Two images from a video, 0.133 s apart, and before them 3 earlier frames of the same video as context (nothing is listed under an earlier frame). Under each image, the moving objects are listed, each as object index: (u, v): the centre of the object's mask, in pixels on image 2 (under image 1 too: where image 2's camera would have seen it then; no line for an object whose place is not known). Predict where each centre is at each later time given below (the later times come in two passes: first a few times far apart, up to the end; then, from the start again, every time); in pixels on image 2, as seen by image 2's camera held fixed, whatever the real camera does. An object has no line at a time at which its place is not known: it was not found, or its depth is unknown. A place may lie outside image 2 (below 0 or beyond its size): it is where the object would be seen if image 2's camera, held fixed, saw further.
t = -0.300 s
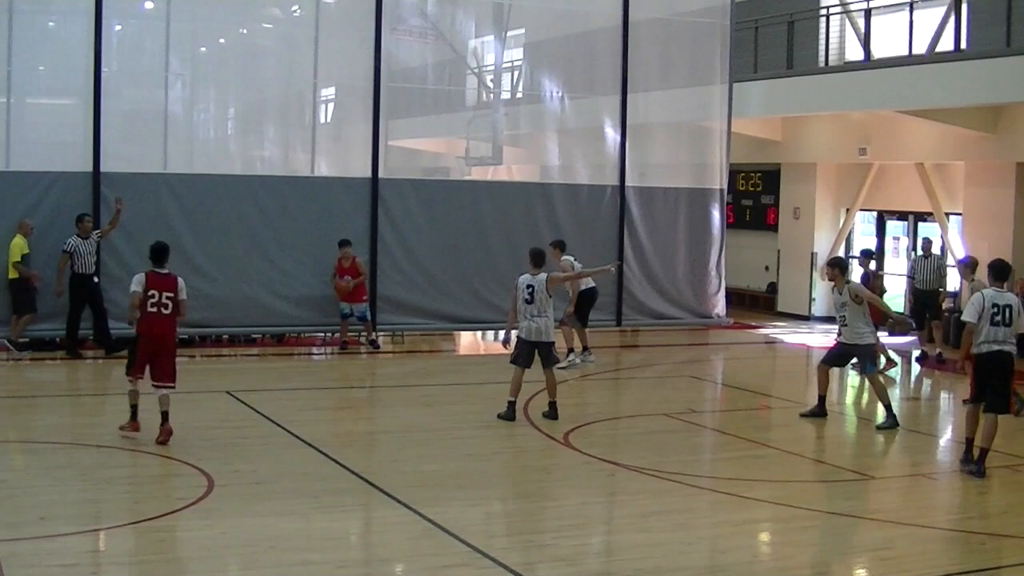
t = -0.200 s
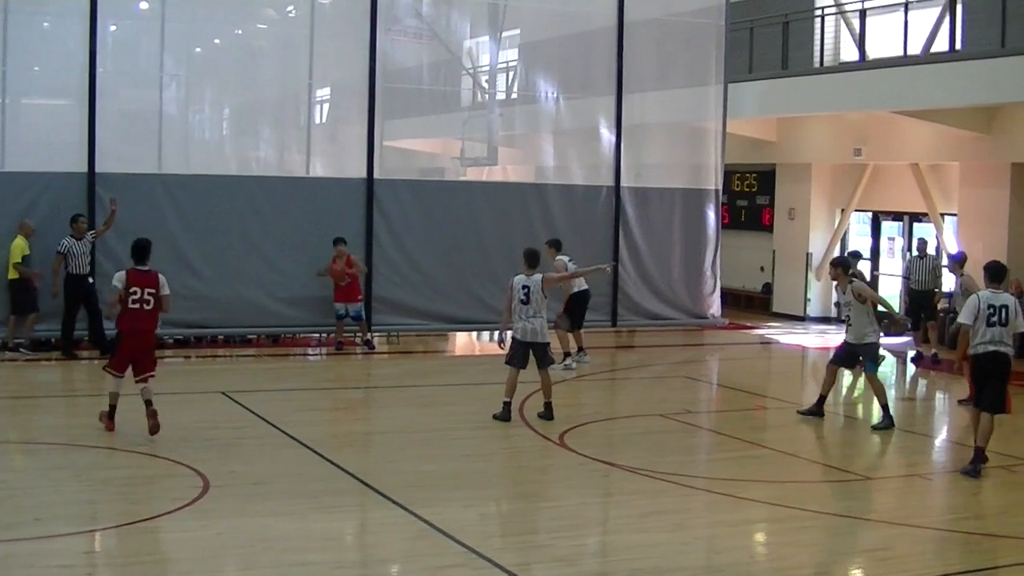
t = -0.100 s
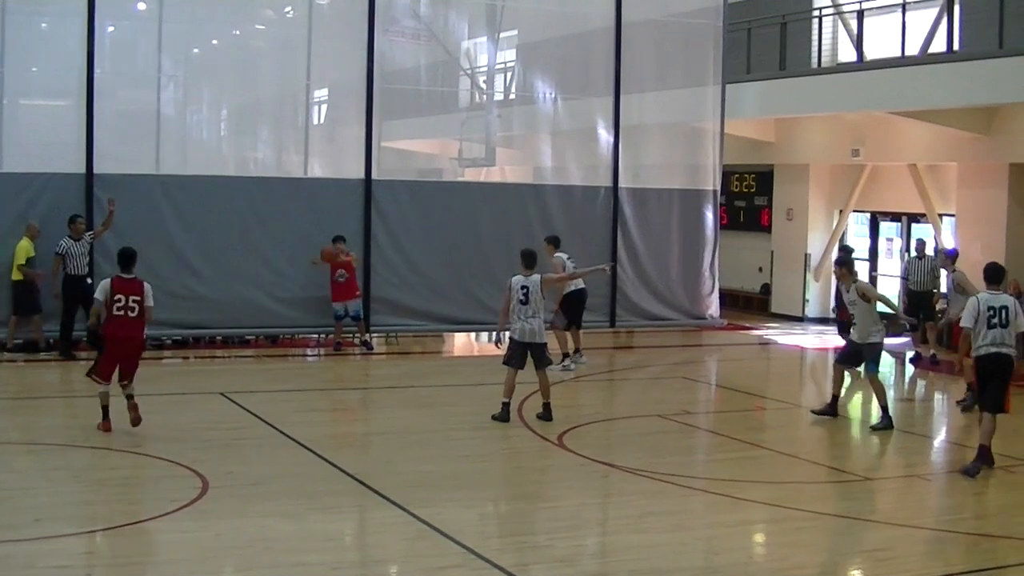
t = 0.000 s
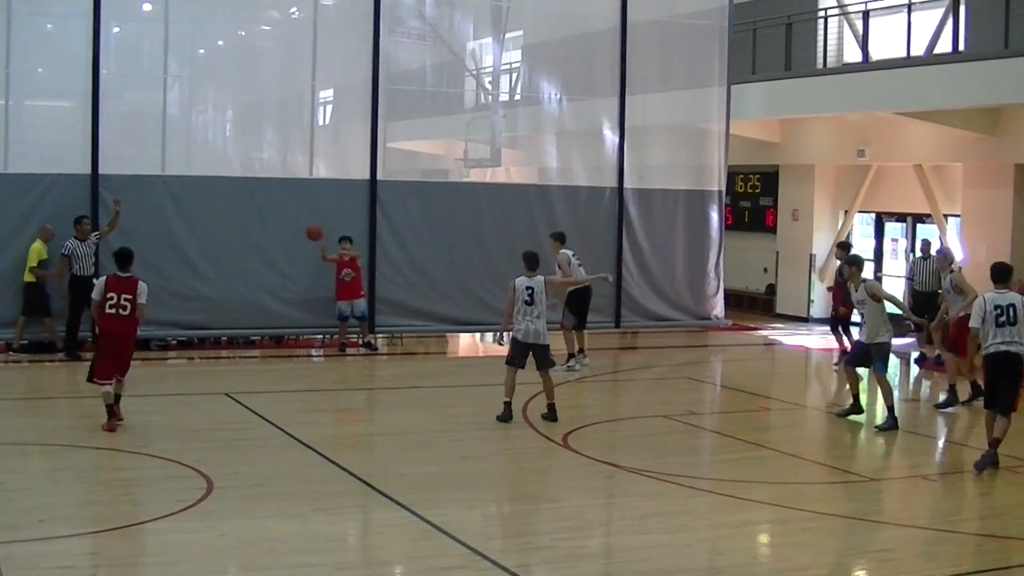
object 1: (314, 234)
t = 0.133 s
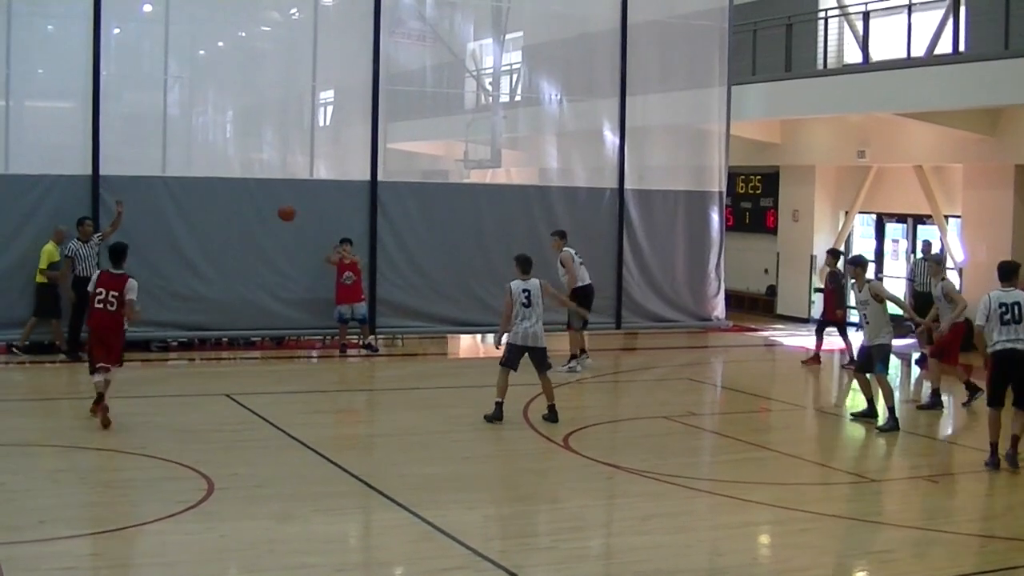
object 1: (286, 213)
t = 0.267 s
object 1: (254, 203)
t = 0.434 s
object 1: (209, 211)
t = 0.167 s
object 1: (278, 209)
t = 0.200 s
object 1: (270, 206)
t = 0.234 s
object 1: (262, 204)
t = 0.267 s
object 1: (254, 203)
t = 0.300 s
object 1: (245, 203)
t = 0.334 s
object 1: (236, 203)
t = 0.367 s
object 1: (228, 204)
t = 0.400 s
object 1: (219, 207)
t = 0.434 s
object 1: (209, 211)
